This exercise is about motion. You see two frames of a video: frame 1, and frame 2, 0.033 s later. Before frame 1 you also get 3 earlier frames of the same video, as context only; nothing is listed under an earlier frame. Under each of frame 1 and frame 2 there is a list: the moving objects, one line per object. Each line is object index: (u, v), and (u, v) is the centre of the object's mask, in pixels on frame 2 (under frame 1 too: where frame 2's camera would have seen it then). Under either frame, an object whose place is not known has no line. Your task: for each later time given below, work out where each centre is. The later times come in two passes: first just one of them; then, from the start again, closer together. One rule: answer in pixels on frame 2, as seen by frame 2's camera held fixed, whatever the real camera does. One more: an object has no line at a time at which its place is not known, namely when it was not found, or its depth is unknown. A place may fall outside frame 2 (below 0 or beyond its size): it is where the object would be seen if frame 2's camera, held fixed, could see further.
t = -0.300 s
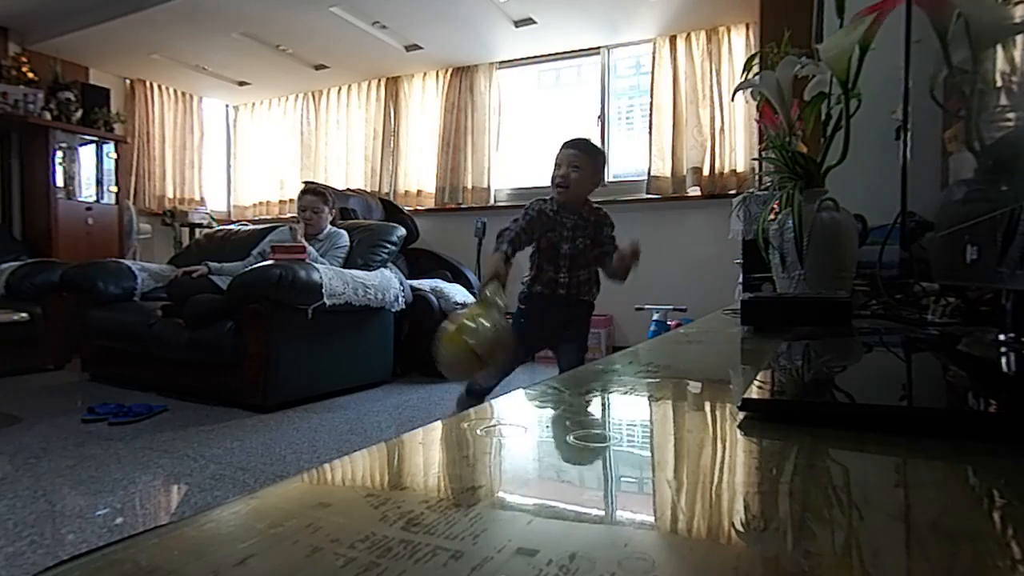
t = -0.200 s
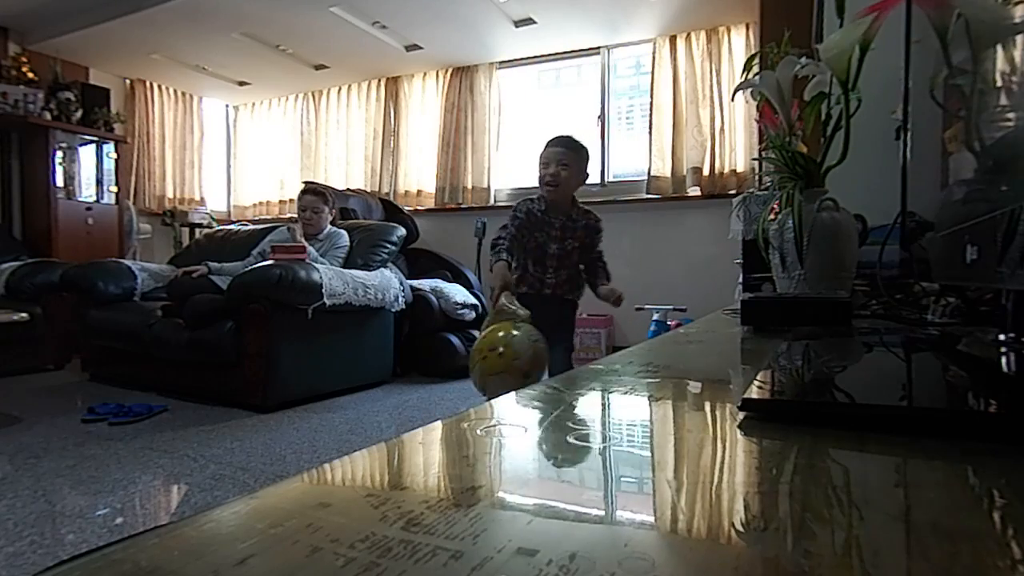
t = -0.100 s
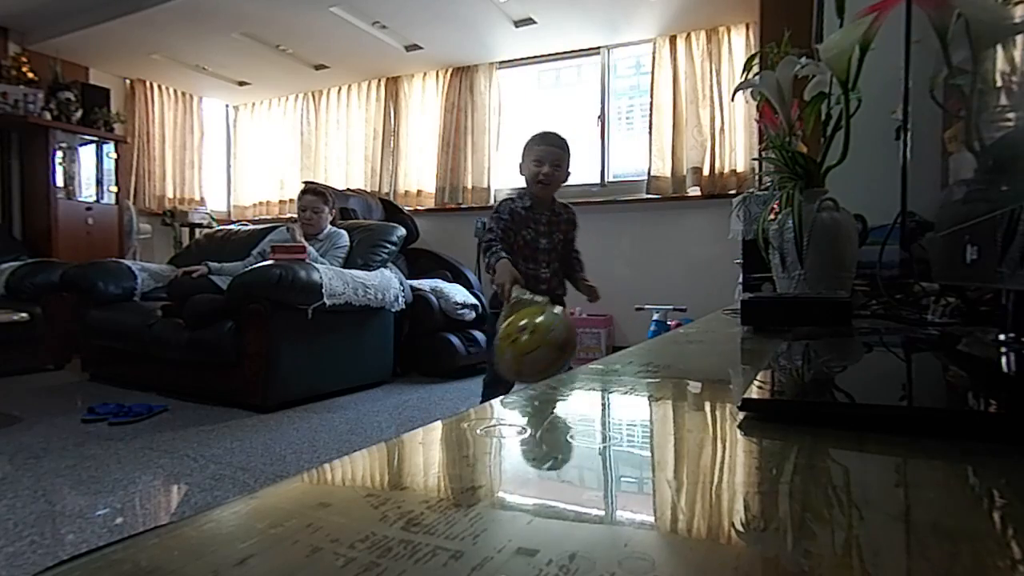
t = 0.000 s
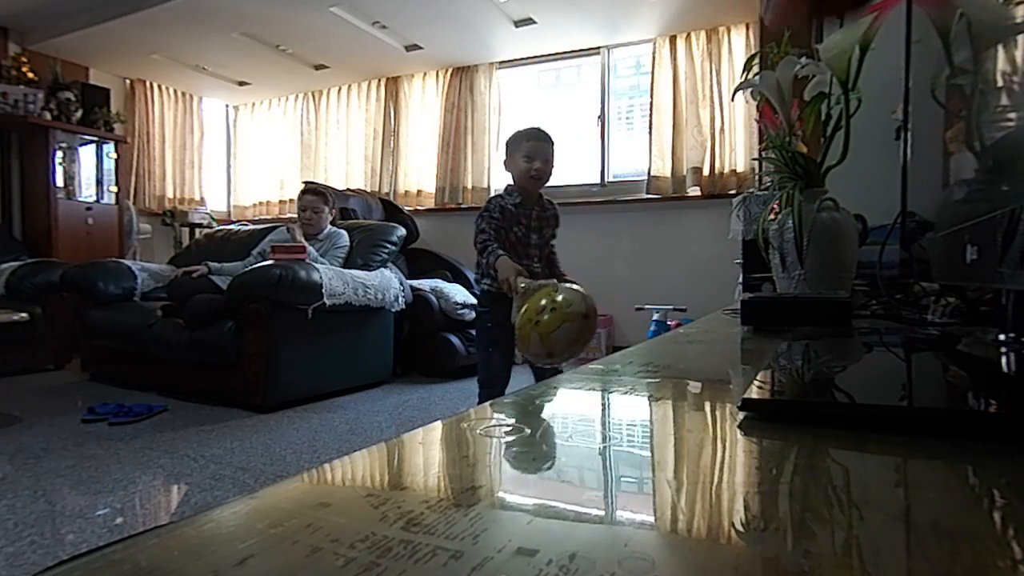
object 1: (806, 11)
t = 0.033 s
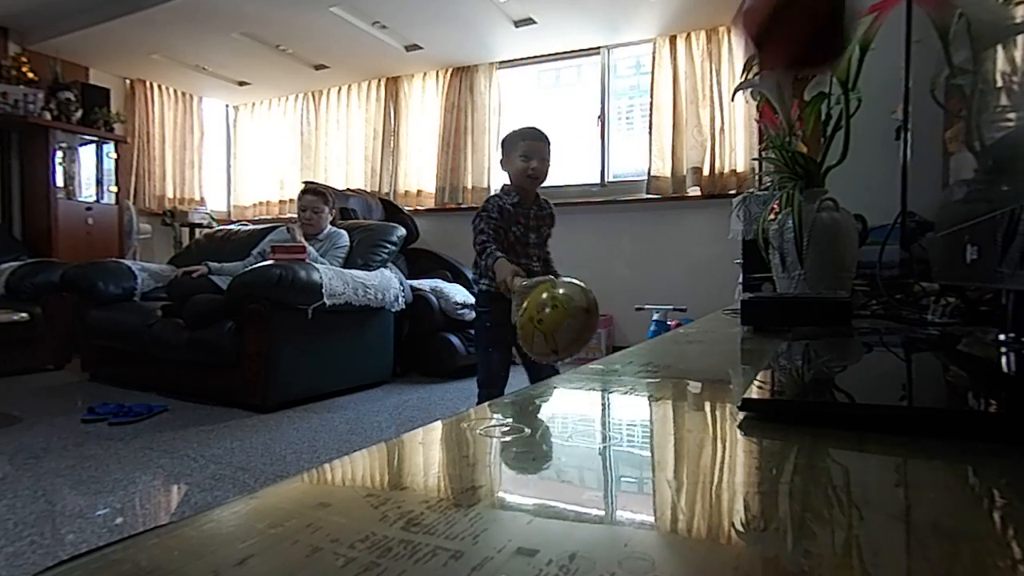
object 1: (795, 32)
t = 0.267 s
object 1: (537, 178)
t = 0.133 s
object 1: (662, 295)
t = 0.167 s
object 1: (630, 271)
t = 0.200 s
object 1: (602, 233)
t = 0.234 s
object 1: (570, 202)
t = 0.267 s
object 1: (537, 178)
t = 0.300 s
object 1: (507, 168)
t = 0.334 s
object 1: (476, 166)
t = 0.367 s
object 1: (444, 173)
